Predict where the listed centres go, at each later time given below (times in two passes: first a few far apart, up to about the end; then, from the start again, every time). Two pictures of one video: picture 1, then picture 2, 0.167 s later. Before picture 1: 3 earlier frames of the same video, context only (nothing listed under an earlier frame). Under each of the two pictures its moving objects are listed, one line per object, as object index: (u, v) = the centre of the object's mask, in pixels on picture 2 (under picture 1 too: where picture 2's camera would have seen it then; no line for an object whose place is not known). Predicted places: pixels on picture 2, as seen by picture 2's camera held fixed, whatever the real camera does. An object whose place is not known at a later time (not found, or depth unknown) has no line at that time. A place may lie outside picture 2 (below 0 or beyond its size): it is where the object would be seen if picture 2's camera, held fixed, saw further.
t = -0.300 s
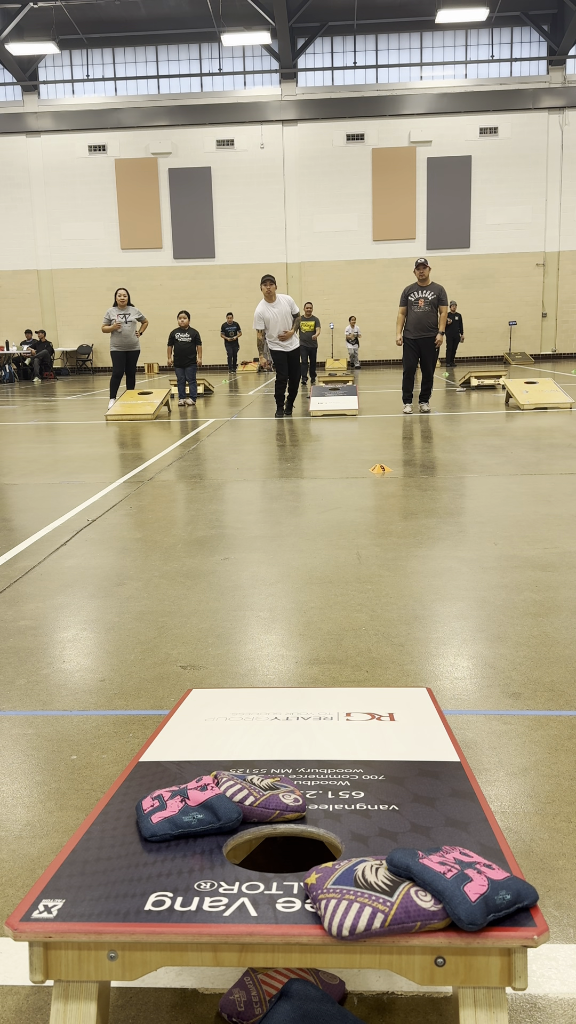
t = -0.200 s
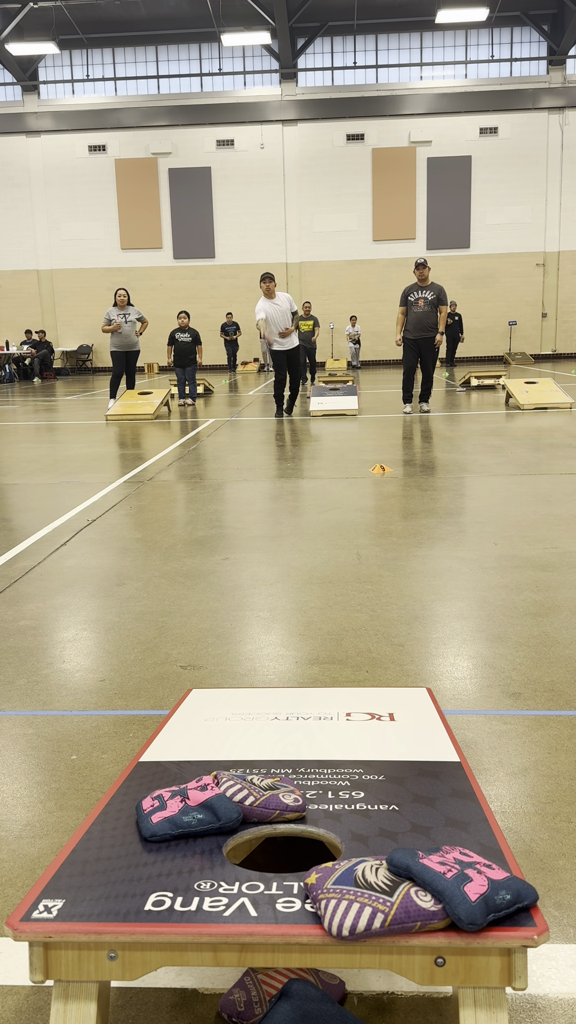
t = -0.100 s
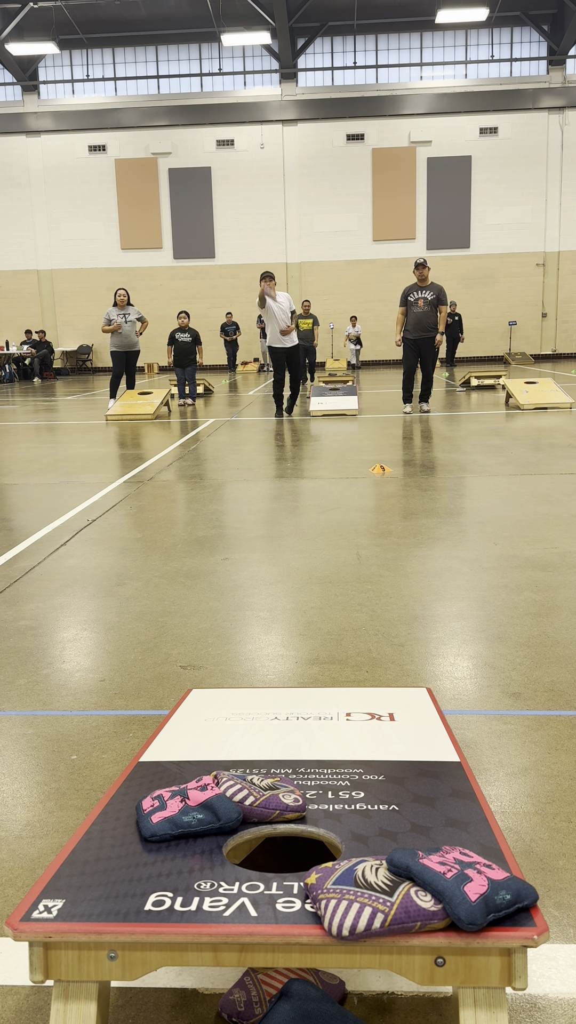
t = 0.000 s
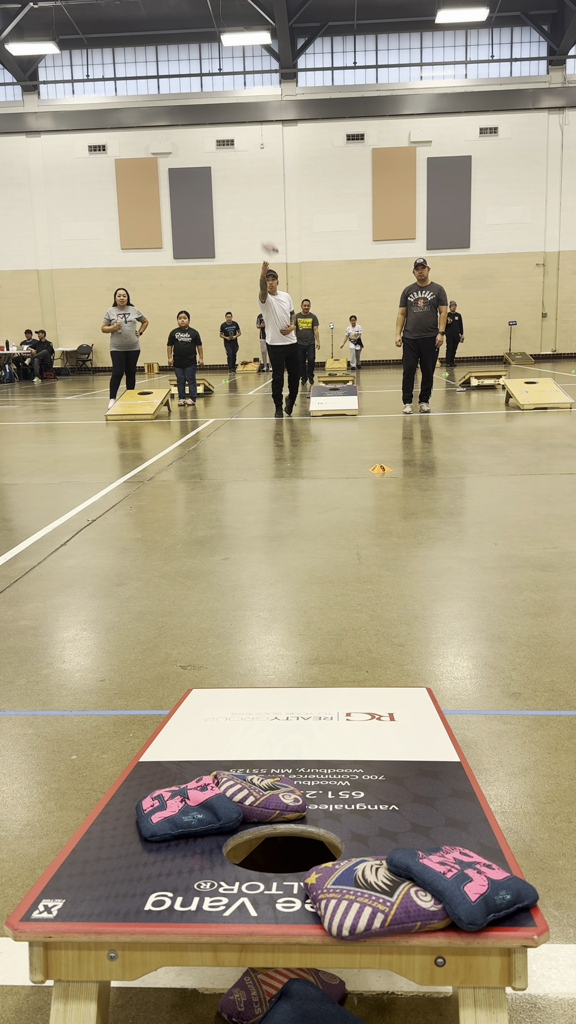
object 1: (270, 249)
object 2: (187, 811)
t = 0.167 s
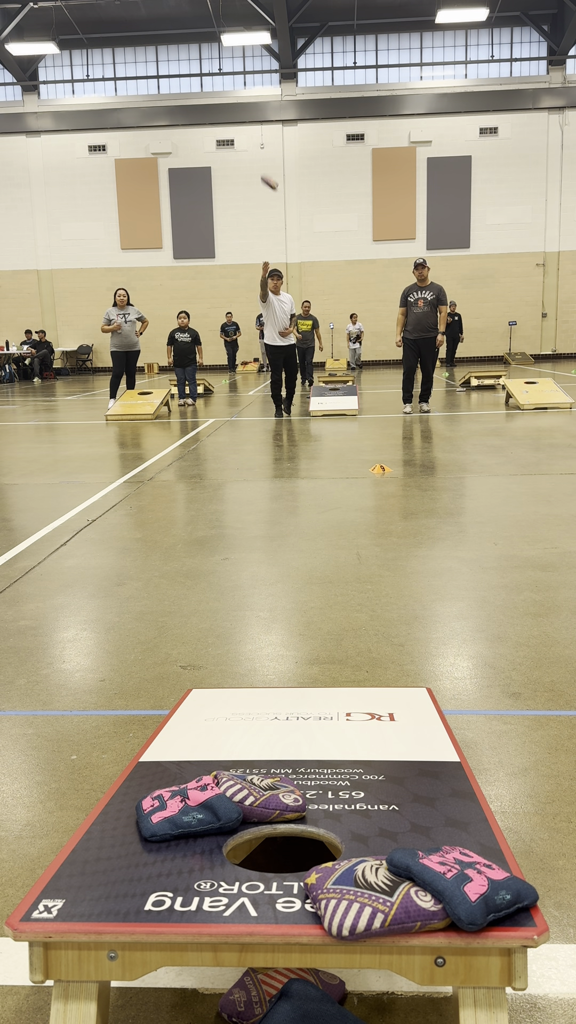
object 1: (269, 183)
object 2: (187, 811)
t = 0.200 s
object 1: (269, 172)
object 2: (187, 811)
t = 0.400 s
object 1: (267, 131)
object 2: (187, 811)
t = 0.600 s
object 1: (263, 166)
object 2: (187, 811)
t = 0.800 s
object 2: (187, 811)
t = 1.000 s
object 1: (243, 752)
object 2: (186, 811)
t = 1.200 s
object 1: (251, 778)
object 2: (172, 827)
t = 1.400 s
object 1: (278, 820)
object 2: (178, 826)
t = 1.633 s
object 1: (278, 820)
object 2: (178, 826)
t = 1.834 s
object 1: (278, 820)
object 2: (178, 827)
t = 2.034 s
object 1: (278, 820)
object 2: (178, 827)
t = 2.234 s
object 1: (278, 820)
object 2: (178, 827)
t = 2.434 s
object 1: (278, 820)
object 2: (178, 827)
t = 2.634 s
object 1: (278, 820)
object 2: (178, 827)
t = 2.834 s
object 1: (278, 820)
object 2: (178, 827)
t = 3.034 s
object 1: (278, 820)
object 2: (178, 827)
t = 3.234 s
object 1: (278, 820)
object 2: (178, 827)
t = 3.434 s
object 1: (278, 820)
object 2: (178, 827)
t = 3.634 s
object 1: (279, 820)
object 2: (178, 827)
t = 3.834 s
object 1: (278, 820)
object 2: (178, 827)
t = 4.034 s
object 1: (278, 820)
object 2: (178, 827)
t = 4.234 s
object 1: (279, 820)
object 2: (178, 827)
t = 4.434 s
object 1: (279, 820)
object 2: (178, 826)
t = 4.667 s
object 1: (278, 820)
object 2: (178, 827)
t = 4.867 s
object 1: (279, 820)
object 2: (178, 827)
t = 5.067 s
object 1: (278, 819)
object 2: (178, 827)
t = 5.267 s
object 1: (279, 820)
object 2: (178, 827)
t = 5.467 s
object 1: (278, 820)
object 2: (178, 827)
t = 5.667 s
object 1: (279, 820)
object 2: (178, 827)
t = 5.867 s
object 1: (278, 820)
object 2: (178, 827)
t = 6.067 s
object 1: (278, 820)
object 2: (178, 827)
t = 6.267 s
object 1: (278, 820)
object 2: (178, 827)
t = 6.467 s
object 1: (278, 820)
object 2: (178, 826)
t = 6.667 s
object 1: (279, 820)
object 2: (178, 826)
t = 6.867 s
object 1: (278, 820)
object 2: (178, 826)
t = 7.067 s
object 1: (278, 820)
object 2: (178, 826)
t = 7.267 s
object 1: (278, 820)
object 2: (178, 826)
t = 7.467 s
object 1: (278, 820)
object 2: (178, 826)
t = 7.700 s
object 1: (278, 820)
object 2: (178, 826)
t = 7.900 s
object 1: (278, 820)
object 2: (178, 826)
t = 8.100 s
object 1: (279, 820)
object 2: (178, 826)
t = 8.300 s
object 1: (278, 820)
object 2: (178, 826)
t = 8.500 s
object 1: (279, 820)
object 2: (178, 826)
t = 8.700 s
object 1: (278, 820)
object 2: (178, 826)
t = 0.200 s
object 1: (269, 172)
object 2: (187, 811)
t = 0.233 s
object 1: (268, 161)
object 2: (187, 811)
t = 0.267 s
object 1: (268, 152)
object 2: (187, 811)
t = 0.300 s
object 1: (268, 145)
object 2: (187, 811)
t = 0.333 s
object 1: (268, 139)
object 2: (187, 811)
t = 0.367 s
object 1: (267, 134)
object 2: (187, 811)
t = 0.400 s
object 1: (267, 131)
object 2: (187, 811)
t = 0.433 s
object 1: (266, 129)
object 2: (187, 811)
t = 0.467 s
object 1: (265, 130)
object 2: (187, 811)
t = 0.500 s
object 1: (265, 134)
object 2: (187, 811)
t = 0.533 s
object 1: (265, 141)
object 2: (187, 811)
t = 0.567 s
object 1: (263, 151)
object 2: (187, 811)
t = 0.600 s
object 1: (263, 166)
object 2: (187, 811)
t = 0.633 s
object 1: (262, 185)
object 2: (187, 811)
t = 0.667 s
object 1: (263, 212)
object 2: (187, 811)
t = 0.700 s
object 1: (259, 245)
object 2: (187, 811)
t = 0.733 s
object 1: (258, 280)
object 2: (187, 811)
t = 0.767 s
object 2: (187, 811)
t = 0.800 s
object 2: (187, 811)
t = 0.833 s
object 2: (187, 811)
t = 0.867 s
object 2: (187, 811)
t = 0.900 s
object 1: (250, 670)
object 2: (187, 811)
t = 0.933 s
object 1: (255, 720)
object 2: (187, 811)
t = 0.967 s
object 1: (250, 735)
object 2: (187, 811)
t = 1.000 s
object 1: (243, 752)
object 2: (186, 811)
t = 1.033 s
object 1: (243, 755)
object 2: (187, 812)
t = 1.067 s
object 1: (239, 752)
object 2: (185, 813)
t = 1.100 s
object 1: (237, 751)
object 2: (181, 817)
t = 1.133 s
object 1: (239, 757)
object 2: (177, 821)
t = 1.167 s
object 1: (244, 767)
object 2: (174, 825)
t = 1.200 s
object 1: (251, 778)
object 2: (172, 827)
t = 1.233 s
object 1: (259, 789)
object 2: (174, 827)
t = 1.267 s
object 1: (269, 796)
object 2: (175, 827)
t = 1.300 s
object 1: (274, 804)
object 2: (176, 827)
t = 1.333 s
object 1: (278, 804)
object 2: (179, 826)
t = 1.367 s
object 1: (275, 807)
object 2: (178, 826)
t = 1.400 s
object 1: (278, 820)
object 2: (178, 826)
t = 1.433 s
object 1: (278, 820)
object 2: (178, 826)
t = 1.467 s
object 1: (278, 820)
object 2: (178, 826)
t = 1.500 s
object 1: (278, 820)
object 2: (178, 826)
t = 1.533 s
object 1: (278, 820)
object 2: (178, 826)
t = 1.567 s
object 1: (278, 820)
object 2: (178, 826)
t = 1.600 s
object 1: (278, 820)
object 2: (178, 826)
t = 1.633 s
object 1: (278, 820)
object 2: (178, 826)
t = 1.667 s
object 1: (278, 820)
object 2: (178, 826)
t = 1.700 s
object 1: (278, 820)
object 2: (178, 826)
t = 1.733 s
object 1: (278, 820)
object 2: (178, 826)
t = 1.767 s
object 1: (278, 820)
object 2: (178, 826)
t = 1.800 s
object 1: (278, 820)
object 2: (178, 826)
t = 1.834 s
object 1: (278, 820)
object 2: (178, 827)
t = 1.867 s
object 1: (278, 820)
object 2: (178, 827)
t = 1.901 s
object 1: (278, 820)
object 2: (178, 827)
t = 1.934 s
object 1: (278, 820)
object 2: (178, 827)
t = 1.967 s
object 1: (278, 820)
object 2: (178, 827)
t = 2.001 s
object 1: (278, 820)
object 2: (178, 827)
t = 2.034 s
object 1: (278, 820)
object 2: (178, 827)
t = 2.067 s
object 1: (278, 820)
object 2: (178, 827)
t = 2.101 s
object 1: (278, 820)
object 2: (178, 827)
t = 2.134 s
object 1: (278, 820)
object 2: (178, 827)
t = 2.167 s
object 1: (278, 820)
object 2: (178, 827)
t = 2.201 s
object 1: (278, 820)
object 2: (178, 827)
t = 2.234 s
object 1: (278, 820)
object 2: (178, 827)
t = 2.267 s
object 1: (278, 820)
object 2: (178, 827)
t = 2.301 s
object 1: (278, 820)
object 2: (178, 827)
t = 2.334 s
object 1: (278, 820)
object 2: (178, 827)
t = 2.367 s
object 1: (278, 820)
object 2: (178, 827)
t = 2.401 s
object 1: (278, 820)
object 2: (178, 827)
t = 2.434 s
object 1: (278, 820)
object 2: (178, 827)
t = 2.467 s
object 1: (278, 820)
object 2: (178, 827)
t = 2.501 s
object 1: (278, 820)
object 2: (178, 827)
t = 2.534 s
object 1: (278, 820)
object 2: (178, 827)
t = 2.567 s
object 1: (278, 820)
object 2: (178, 827)
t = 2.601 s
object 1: (278, 820)
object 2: (178, 827)
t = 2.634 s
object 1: (278, 820)
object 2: (178, 827)
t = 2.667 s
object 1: (278, 820)
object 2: (178, 827)
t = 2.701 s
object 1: (278, 820)
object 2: (178, 827)
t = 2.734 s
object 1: (278, 820)
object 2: (178, 827)
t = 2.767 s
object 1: (278, 820)
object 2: (178, 827)
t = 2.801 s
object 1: (278, 820)
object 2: (178, 827)
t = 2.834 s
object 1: (278, 820)
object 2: (178, 827)
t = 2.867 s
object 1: (278, 820)
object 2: (178, 827)
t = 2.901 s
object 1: (278, 820)
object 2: (178, 827)
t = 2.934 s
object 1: (278, 820)
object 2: (178, 827)
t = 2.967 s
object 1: (278, 820)
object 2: (178, 827)
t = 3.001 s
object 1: (278, 820)
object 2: (178, 827)
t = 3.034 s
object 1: (278, 820)
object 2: (178, 827)
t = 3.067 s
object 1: (278, 820)
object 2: (178, 827)
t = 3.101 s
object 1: (278, 820)
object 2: (178, 827)
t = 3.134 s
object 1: (278, 820)
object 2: (178, 827)
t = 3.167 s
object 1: (278, 820)
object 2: (178, 827)
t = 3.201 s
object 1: (278, 820)
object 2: (178, 827)
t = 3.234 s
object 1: (278, 820)
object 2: (178, 827)
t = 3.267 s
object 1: (278, 820)
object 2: (178, 827)
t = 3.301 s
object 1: (278, 820)
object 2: (178, 827)
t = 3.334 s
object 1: (278, 820)
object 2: (178, 827)
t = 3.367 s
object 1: (278, 820)
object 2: (178, 827)
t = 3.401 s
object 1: (278, 820)
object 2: (178, 827)
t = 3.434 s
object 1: (278, 820)
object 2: (178, 827)
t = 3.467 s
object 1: (278, 820)
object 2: (178, 827)
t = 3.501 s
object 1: (278, 820)
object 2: (178, 827)
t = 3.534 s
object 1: (278, 820)
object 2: (178, 827)
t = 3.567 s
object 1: (278, 820)
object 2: (178, 827)
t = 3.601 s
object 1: (278, 820)
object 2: (178, 827)
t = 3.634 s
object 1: (279, 820)
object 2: (178, 827)
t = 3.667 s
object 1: (278, 820)
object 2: (178, 827)
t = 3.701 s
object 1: (278, 820)
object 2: (178, 827)
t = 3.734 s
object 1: (278, 820)
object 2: (178, 827)
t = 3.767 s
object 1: (278, 820)
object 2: (178, 827)
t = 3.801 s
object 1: (278, 820)
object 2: (178, 827)
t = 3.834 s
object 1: (278, 820)
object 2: (178, 827)
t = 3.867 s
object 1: (278, 820)
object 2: (178, 827)
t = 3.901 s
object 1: (279, 820)
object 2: (178, 827)
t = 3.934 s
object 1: (278, 820)
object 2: (178, 827)
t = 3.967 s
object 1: (279, 820)
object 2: (178, 827)
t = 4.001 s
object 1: (278, 820)
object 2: (178, 827)
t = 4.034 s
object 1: (278, 820)
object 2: (178, 827)
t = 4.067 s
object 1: (278, 820)
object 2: (178, 827)
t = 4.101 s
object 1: (279, 820)
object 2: (178, 827)
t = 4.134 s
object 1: (279, 820)
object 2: (178, 827)
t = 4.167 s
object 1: (278, 820)
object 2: (178, 827)
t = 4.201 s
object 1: (279, 820)
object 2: (178, 827)
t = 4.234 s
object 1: (279, 820)
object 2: (178, 827)
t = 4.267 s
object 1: (279, 820)
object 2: (178, 827)
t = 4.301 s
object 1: (279, 820)
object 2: (178, 827)
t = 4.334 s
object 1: (279, 820)
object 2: (178, 827)
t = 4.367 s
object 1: (278, 820)
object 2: (178, 827)
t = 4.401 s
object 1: (278, 820)
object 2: (178, 826)
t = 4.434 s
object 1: (279, 820)
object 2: (178, 826)
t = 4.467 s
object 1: (278, 820)
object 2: (178, 827)
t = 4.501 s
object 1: (279, 820)
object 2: (178, 827)
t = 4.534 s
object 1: (279, 820)
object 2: (178, 827)
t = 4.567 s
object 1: (279, 820)
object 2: (178, 827)
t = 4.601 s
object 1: (279, 820)
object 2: (178, 827)
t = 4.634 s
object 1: (279, 820)
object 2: (178, 827)
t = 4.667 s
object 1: (278, 820)
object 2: (178, 827)
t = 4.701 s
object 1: (279, 820)
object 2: (178, 827)
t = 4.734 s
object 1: (278, 819)
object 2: (178, 827)
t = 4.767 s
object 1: (278, 820)
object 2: (178, 827)
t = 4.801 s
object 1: (278, 820)
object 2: (178, 827)
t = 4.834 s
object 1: (279, 819)
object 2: (178, 827)
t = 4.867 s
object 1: (279, 820)
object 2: (178, 827)
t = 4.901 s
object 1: (278, 820)
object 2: (178, 827)
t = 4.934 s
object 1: (278, 819)
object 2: (178, 827)
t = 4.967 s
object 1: (278, 819)
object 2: (178, 827)
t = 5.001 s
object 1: (278, 819)
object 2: (178, 827)
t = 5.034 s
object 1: (278, 819)
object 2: (178, 827)
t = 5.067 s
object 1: (278, 819)
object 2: (178, 827)
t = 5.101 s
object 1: (278, 819)
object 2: (178, 827)
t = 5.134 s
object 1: (278, 820)
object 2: (178, 827)
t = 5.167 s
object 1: (278, 819)
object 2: (178, 827)
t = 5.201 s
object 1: (278, 819)
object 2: (178, 827)
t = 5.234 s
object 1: (278, 820)
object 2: (178, 827)
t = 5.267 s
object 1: (279, 820)
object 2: (178, 827)
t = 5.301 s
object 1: (278, 820)
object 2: (178, 827)
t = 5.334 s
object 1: (278, 819)
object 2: (178, 827)
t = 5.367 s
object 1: (278, 820)
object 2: (178, 827)
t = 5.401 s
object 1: (278, 820)
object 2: (178, 827)
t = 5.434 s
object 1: (278, 820)
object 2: (178, 827)
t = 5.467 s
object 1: (278, 820)
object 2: (178, 827)
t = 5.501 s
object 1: (279, 820)
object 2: (178, 827)
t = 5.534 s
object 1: (279, 820)
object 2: (178, 827)
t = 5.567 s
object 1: (278, 820)
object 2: (178, 827)
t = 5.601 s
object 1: (278, 820)
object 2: (178, 827)
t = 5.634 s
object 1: (279, 820)
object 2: (178, 827)
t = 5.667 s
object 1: (279, 820)
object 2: (178, 827)
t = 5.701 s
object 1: (278, 820)
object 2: (178, 827)
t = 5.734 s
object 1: (279, 820)
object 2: (178, 827)
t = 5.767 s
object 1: (279, 820)
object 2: (178, 827)
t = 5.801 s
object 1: (279, 820)
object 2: (178, 827)
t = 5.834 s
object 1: (278, 820)
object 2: (178, 827)
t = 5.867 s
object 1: (278, 820)
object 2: (178, 827)
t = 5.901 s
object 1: (279, 820)
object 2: (178, 827)
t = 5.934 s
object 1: (278, 820)
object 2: (178, 827)
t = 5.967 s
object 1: (279, 820)
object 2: (178, 827)
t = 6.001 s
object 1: (279, 820)
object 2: (178, 827)
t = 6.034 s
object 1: (279, 820)
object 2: (178, 827)
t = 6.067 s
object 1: (278, 820)
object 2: (178, 827)
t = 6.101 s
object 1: (279, 820)
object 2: (178, 827)
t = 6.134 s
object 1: (278, 820)
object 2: (178, 827)
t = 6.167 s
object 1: (279, 820)
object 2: (178, 827)
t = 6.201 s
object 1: (278, 820)
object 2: (178, 827)
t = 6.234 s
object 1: (278, 820)
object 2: (178, 827)
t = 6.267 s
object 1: (278, 820)
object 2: (178, 827)
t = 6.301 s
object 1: (278, 820)
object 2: (178, 827)
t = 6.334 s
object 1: (278, 820)
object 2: (178, 827)
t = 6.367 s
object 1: (279, 820)
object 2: (178, 827)
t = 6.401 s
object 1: (278, 820)
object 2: (178, 827)
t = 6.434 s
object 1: (279, 820)
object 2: (178, 826)
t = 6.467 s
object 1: (278, 820)
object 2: (178, 826)
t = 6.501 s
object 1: (279, 820)
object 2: (178, 827)
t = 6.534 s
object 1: (279, 820)
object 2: (178, 826)
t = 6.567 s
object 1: (279, 820)
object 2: (178, 826)
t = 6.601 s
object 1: (279, 820)
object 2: (178, 826)
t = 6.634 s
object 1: (279, 820)
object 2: (178, 826)
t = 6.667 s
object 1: (279, 820)
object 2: (178, 826)
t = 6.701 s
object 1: (278, 820)
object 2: (178, 826)
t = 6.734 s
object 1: (279, 820)
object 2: (178, 826)
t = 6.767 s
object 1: (278, 820)
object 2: (178, 826)
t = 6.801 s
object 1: (278, 820)
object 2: (178, 826)
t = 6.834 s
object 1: (278, 820)
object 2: (178, 826)
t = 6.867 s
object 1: (278, 820)
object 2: (178, 826)
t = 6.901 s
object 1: (278, 820)
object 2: (178, 826)
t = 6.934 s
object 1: (278, 820)
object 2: (178, 826)
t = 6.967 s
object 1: (278, 820)
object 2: (178, 826)
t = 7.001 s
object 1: (278, 820)
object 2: (178, 826)
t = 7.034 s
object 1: (278, 820)
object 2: (178, 826)
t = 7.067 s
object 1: (278, 820)
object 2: (178, 826)
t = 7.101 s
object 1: (278, 820)
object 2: (178, 826)
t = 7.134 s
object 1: (278, 820)
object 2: (178, 826)
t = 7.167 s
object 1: (278, 820)
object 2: (178, 826)
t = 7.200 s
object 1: (278, 820)
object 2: (178, 826)
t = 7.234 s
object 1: (278, 820)
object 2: (178, 826)
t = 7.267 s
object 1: (278, 820)
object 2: (178, 826)
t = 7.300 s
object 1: (278, 820)
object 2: (178, 826)
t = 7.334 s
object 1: (278, 820)
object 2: (178, 826)
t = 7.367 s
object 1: (278, 820)
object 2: (178, 826)
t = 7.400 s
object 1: (278, 820)
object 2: (178, 826)
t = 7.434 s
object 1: (278, 820)
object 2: (178, 826)
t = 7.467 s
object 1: (278, 820)
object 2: (178, 826)
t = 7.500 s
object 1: (278, 820)
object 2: (178, 826)
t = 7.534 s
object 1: (278, 820)
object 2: (178, 826)
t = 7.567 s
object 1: (278, 820)
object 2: (178, 826)
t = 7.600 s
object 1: (278, 820)
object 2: (178, 826)
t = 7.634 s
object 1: (278, 820)
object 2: (178, 826)
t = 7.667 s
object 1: (278, 820)
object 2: (178, 826)
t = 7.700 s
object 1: (278, 820)
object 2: (178, 826)
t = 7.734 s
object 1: (278, 820)
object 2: (178, 826)
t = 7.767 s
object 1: (278, 820)
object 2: (178, 826)
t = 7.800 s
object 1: (278, 820)
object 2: (178, 826)
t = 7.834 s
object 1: (278, 820)
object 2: (178, 826)
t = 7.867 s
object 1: (278, 820)
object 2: (178, 826)
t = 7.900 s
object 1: (278, 820)
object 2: (178, 826)
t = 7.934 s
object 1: (278, 820)
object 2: (178, 826)
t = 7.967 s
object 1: (278, 820)
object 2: (178, 826)
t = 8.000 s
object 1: (279, 820)
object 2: (178, 826)
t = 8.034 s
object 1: (278, 820)
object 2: (178, 826)
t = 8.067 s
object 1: (278, 820)
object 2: (178, 826)
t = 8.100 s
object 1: (279, 820)
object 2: (178, 826)
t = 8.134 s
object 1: (279, 820)
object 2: (178, 826)
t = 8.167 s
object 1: (278, 820)
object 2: (178, 826)
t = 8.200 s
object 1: (278, 820)
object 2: (178, 826)
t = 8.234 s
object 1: (278, 820)
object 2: (178, 826)
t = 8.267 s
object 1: (278, 820)
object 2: (178, 826)
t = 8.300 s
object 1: (278, 820)
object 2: (178, 826)
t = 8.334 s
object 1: (278, 820)
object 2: (178, 826)
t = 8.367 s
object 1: (278, 820)
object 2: (178, 826)
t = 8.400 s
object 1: (278, 820)
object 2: (178, 826)
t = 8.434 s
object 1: (278, 820)
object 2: (178, 826)
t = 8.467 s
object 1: (278, 820)
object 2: (178, 826)
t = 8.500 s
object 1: (279, 820)
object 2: (178, 826)
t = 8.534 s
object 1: (278, 820)
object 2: (178, 826)
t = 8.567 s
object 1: (278, 820)
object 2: (178, 826)
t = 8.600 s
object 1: (278, 820)
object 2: (178, 826)
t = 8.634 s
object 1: (278, 820)
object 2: (178, 826)
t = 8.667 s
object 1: (278, 820)
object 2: (178, 826)
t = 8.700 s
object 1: (278, 820)
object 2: (178, 826)
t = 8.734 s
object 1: (278, 820)
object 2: (178, 826)
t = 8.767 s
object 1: (278, 820)
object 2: (178, 826)
